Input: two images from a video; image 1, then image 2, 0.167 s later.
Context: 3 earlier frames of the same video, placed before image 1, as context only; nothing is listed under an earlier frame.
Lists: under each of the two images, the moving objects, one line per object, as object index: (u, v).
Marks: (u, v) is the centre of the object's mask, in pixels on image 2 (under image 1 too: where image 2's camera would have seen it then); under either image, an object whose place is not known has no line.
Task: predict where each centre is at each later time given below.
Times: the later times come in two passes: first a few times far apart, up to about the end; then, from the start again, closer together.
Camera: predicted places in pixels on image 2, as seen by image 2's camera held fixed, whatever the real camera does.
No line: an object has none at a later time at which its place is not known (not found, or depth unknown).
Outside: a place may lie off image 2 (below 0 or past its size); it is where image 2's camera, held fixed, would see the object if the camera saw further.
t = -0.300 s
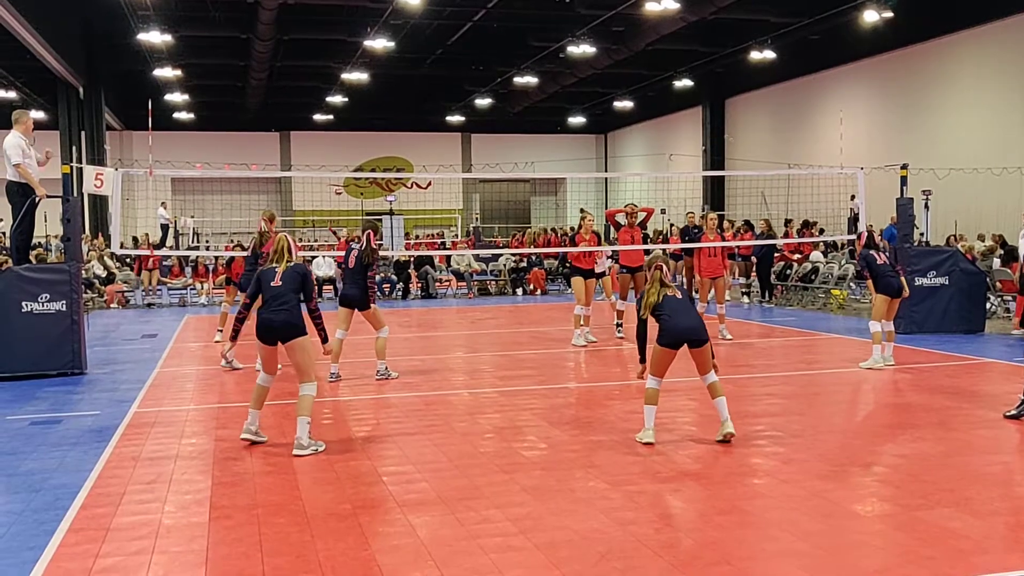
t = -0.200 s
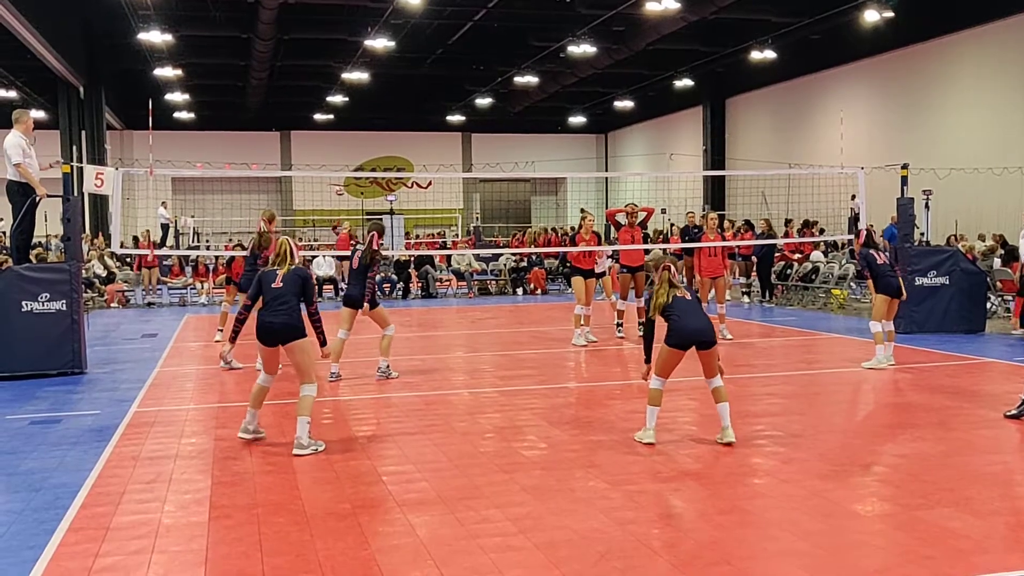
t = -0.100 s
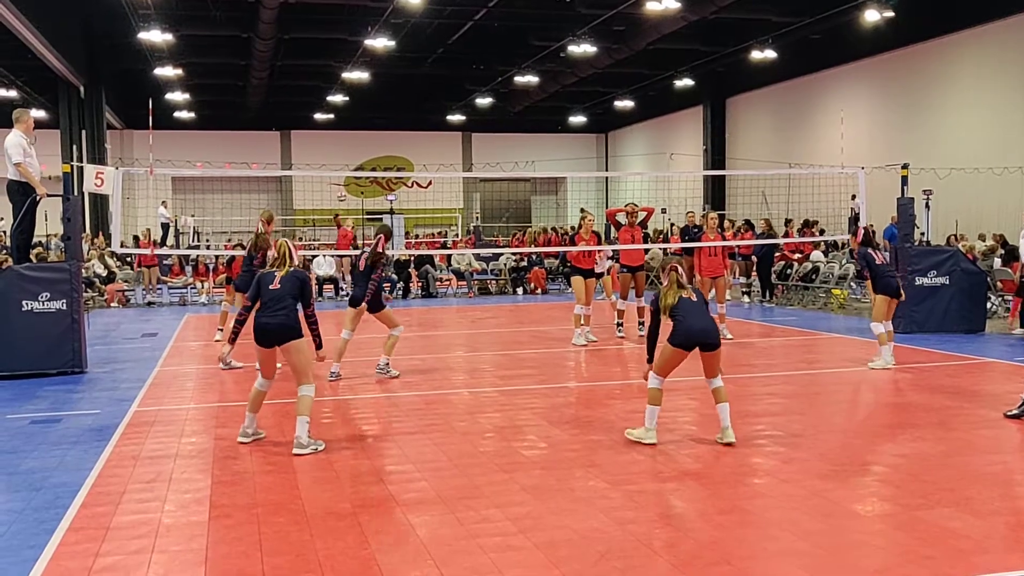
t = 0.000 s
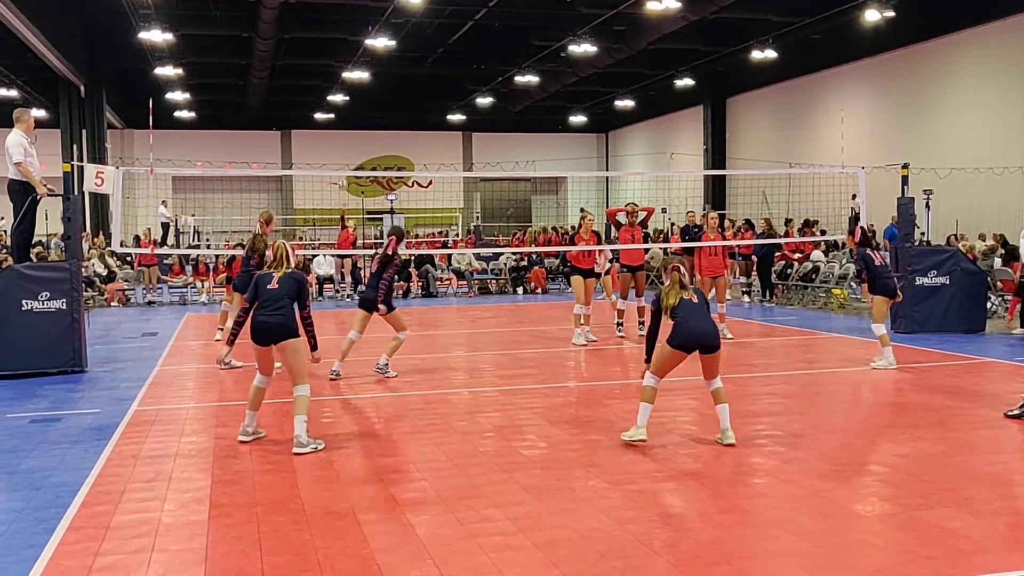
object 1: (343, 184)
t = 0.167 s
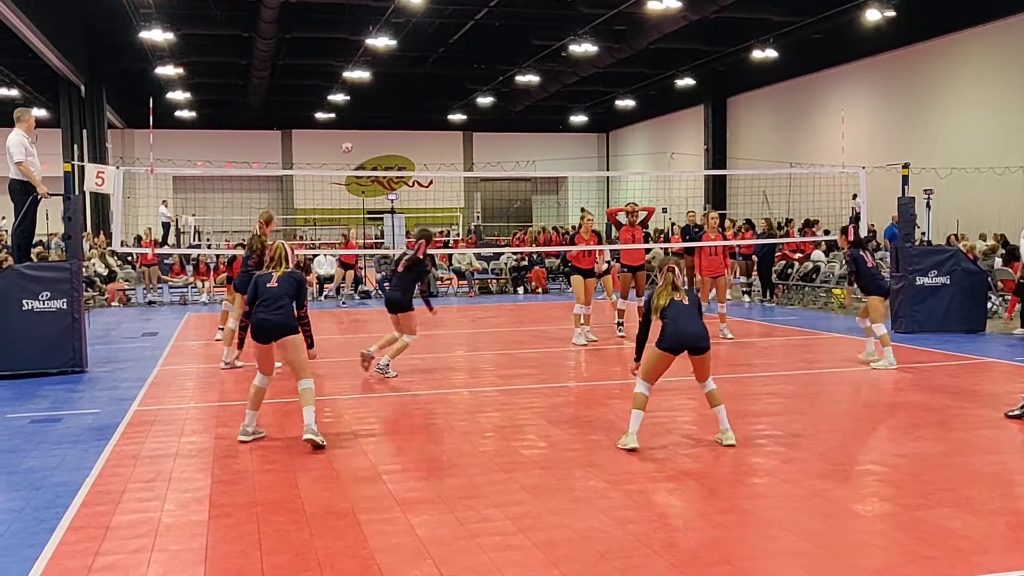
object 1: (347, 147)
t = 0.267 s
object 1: (351, 127)
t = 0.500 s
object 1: (362, 94)
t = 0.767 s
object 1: (372, 90)
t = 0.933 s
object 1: (382, 124)
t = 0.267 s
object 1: (351, 127)
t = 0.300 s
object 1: (352, 122)
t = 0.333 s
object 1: (354, 116)
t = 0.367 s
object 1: (356, 111)
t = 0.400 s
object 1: (357, 106)
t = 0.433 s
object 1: (359, 101)
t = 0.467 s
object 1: (360, 98)
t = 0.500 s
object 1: (362, 94)
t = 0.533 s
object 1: (363, 90)
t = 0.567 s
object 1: (364, 88)
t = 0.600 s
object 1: (365, 87)
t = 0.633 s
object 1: (366, 86)
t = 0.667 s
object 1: (368, 86)
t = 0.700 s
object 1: (369, 86)
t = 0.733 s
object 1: (371, 87)
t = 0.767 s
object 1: (372, 90)
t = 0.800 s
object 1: (375, 94)
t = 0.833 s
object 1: (377, 100)
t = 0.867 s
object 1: (379, 107)
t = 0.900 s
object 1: (380, 115)
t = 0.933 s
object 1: (382, 124)
